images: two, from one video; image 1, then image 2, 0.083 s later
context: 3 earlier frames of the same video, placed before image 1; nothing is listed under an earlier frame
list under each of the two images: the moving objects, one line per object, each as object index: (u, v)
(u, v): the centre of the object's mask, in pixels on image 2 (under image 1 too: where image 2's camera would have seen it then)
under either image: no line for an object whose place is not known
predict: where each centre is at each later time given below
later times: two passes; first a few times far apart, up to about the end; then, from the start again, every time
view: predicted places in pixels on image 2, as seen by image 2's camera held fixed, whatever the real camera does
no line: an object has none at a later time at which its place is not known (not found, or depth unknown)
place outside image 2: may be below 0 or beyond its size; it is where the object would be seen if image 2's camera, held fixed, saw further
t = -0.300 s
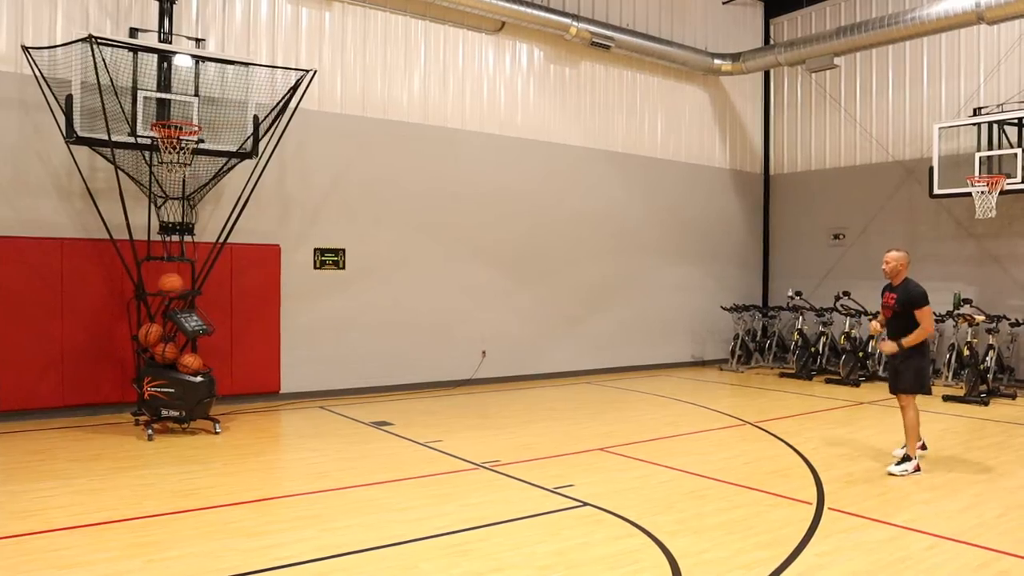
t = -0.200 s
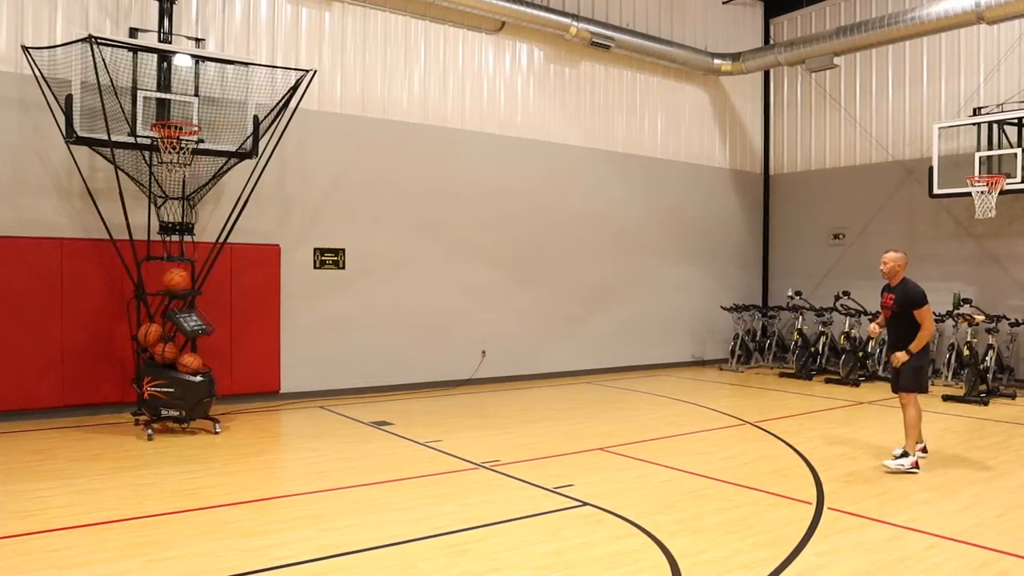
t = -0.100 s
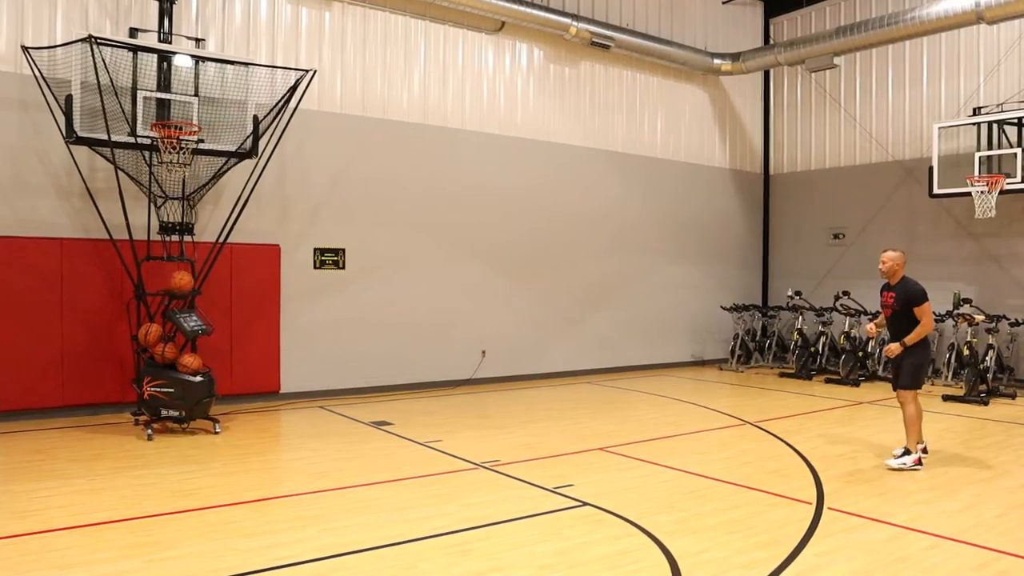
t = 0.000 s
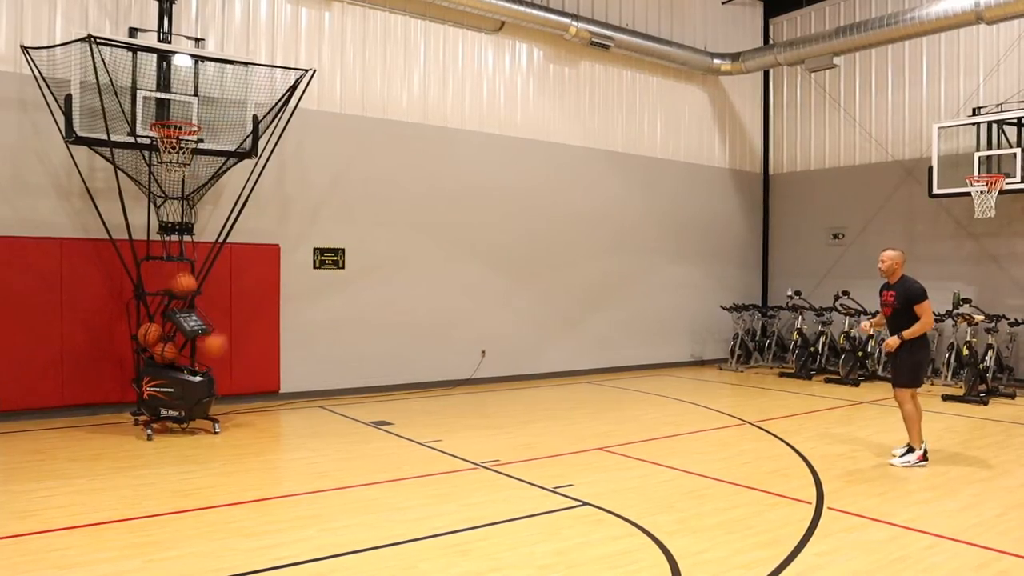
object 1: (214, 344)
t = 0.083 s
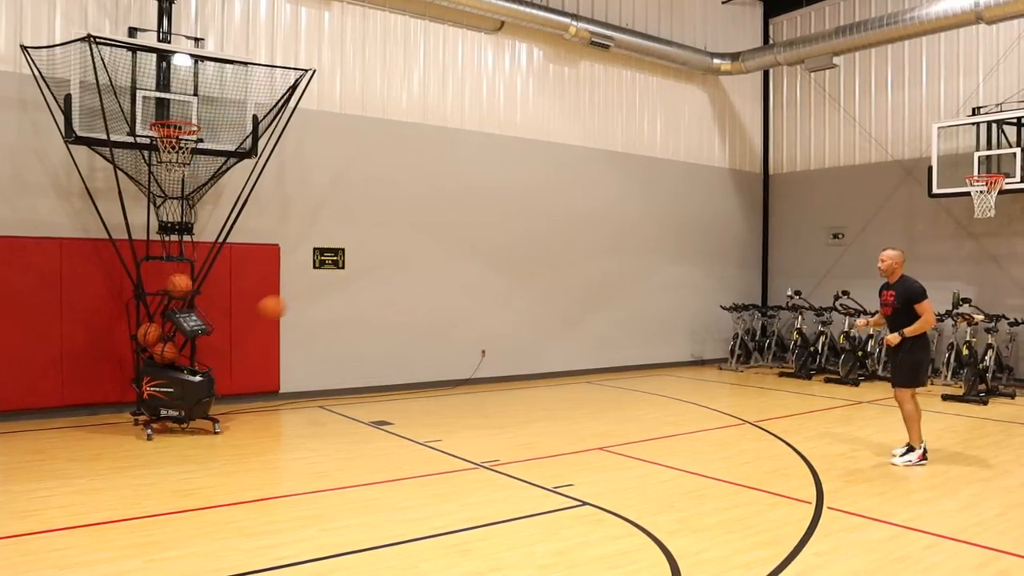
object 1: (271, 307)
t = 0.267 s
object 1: (404, 246)
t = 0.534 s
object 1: (610, 218)
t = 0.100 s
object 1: (283, 301)
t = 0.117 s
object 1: (294, 294)
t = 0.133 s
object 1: (306, 288)
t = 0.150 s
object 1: (317, 283)
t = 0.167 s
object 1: (330, 276)
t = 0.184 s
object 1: (343, 271)
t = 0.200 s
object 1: (355, 265)
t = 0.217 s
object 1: (367, 260)
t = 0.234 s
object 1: (379, 255)
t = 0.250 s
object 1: (392, 251)
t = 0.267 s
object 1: (404, 246)
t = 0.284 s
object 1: (417, 243)
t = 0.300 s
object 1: (429, 239)
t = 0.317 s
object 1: (441, 235)
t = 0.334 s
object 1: (454, 232)
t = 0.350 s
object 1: (467, 230)
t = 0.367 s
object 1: (480, 227)
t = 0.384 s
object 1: (493, 225)
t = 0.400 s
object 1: (505, 223)
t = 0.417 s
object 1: (518, 221)
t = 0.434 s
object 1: (532, 220)
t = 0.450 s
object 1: (544, 219)
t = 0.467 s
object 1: (557, 218)
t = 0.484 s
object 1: (570, 218)
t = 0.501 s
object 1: (584, 218)
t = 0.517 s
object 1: (597, 218)
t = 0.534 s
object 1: (610, 218)
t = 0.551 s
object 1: (623, 219)
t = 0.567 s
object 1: (636, 220)
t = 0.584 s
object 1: (649, 221)
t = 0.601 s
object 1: (663, 223)
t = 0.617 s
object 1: (676, 225)
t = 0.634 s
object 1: (689, 227)
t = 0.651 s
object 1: (702, 229)
